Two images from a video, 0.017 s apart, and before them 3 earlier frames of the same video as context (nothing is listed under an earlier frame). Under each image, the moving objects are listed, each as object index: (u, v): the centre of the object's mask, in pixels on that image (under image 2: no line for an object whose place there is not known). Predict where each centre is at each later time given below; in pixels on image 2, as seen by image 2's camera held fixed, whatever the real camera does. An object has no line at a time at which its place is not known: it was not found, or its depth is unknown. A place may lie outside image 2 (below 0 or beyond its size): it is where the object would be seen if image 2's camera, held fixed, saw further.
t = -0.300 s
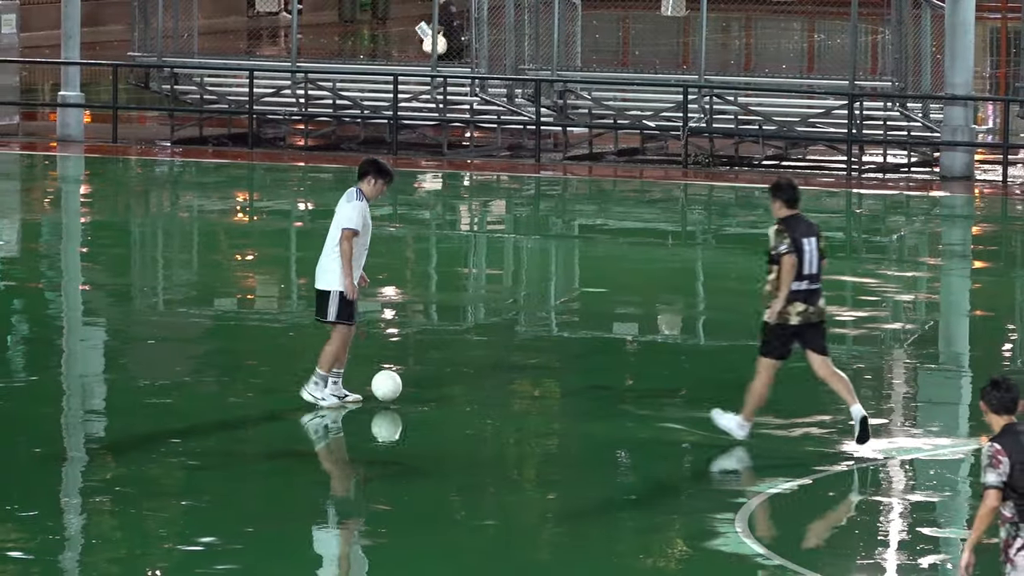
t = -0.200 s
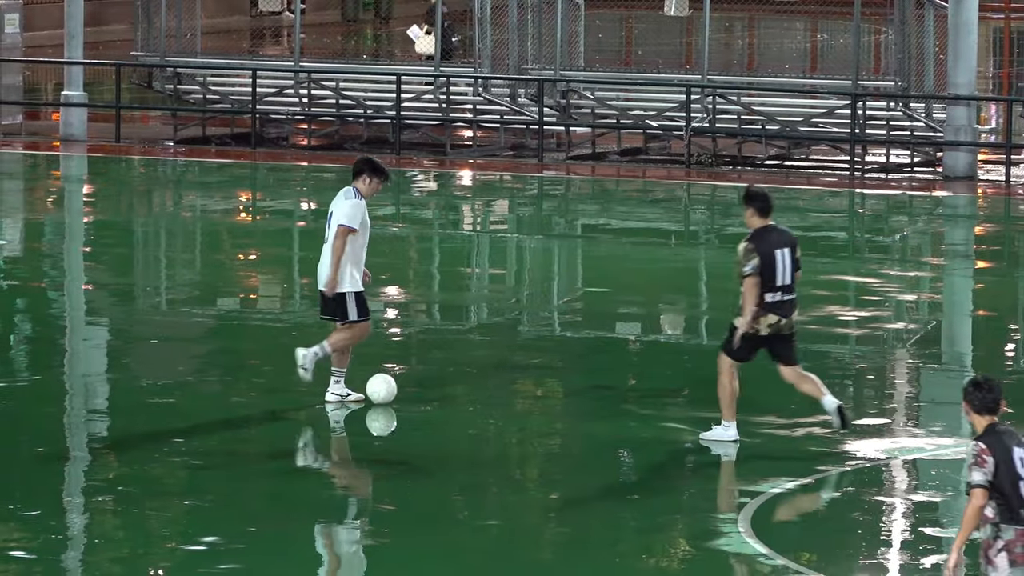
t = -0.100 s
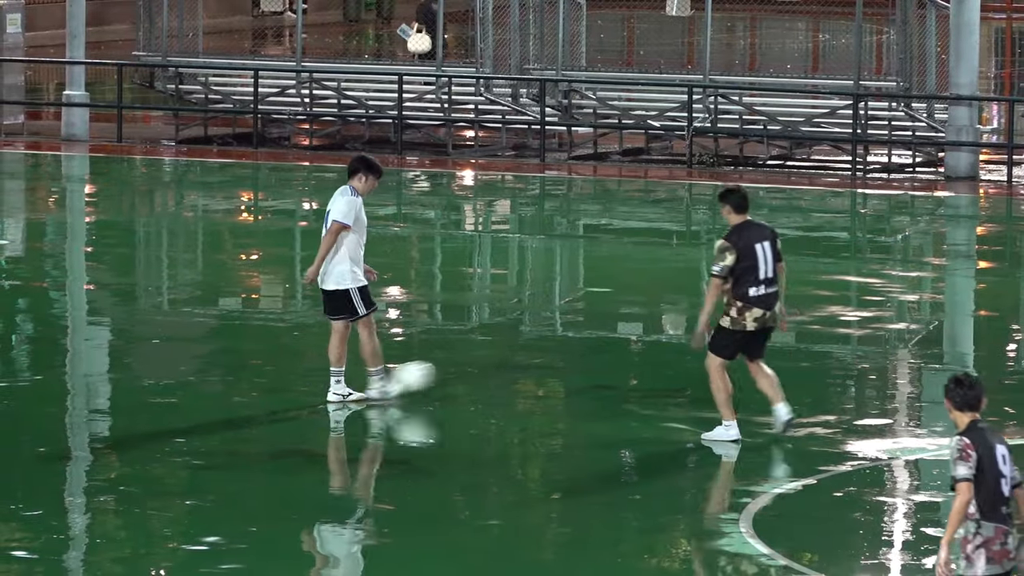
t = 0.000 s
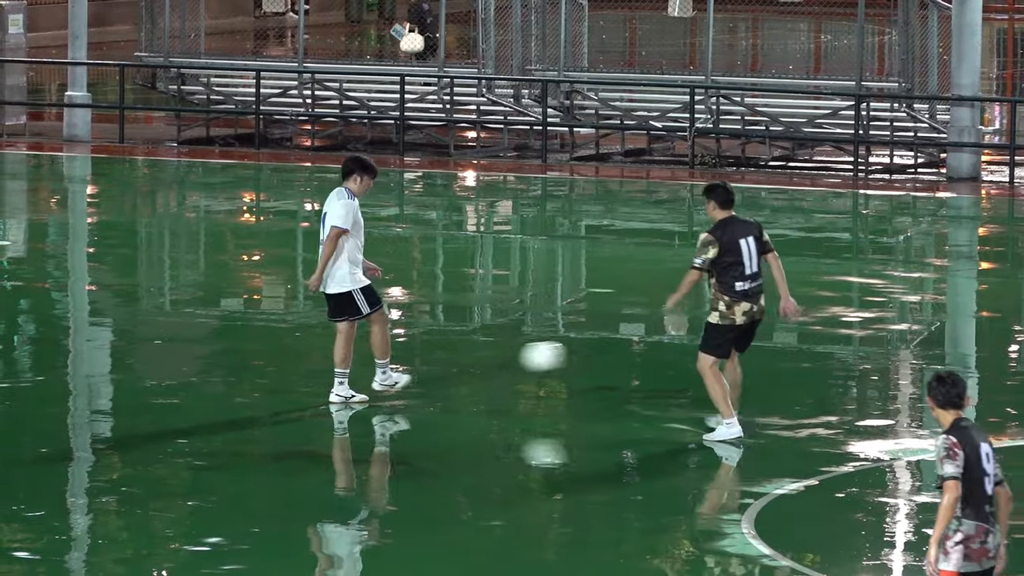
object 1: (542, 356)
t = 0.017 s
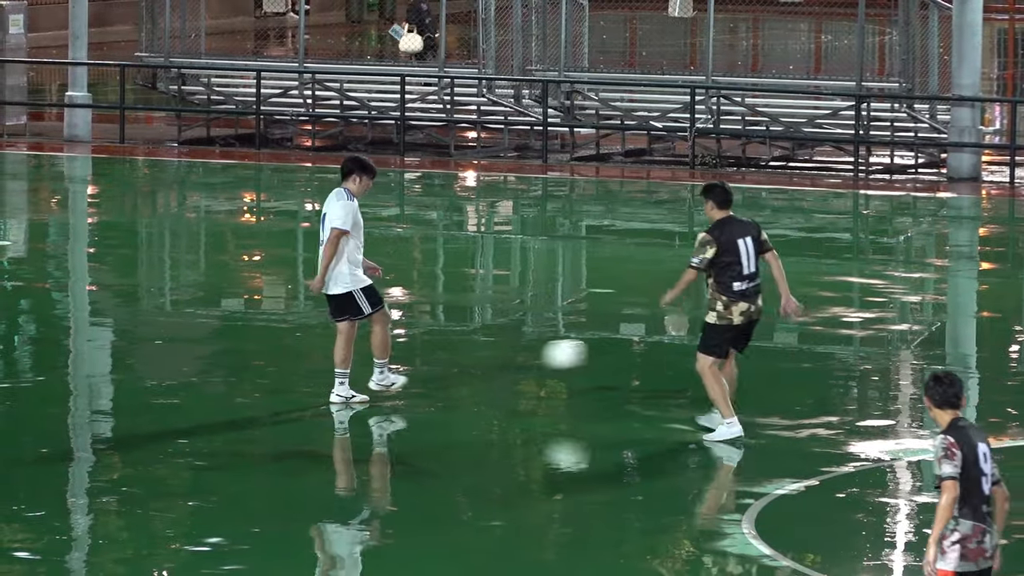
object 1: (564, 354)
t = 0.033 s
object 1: (585, 352)
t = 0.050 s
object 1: (606, 351)
